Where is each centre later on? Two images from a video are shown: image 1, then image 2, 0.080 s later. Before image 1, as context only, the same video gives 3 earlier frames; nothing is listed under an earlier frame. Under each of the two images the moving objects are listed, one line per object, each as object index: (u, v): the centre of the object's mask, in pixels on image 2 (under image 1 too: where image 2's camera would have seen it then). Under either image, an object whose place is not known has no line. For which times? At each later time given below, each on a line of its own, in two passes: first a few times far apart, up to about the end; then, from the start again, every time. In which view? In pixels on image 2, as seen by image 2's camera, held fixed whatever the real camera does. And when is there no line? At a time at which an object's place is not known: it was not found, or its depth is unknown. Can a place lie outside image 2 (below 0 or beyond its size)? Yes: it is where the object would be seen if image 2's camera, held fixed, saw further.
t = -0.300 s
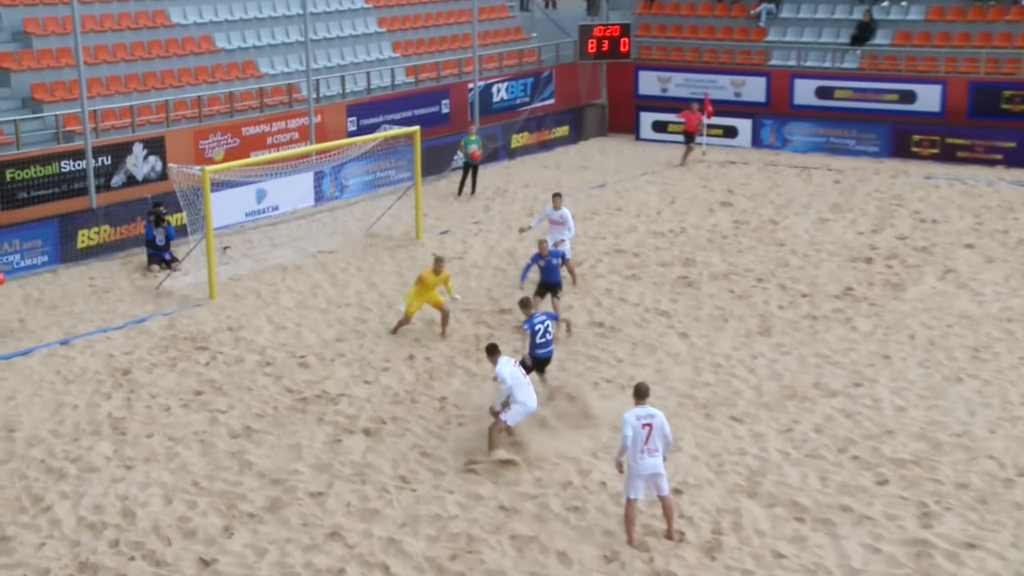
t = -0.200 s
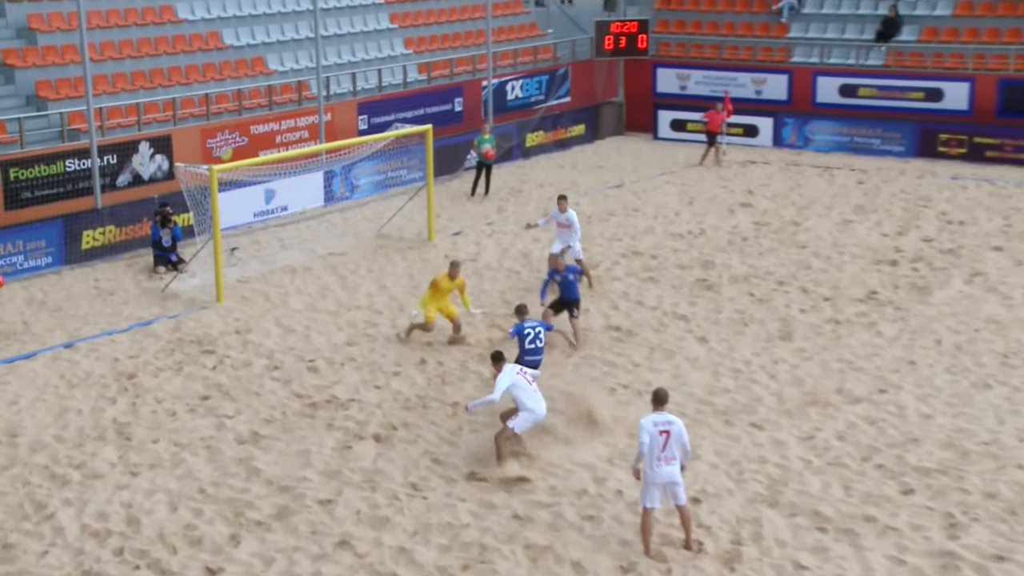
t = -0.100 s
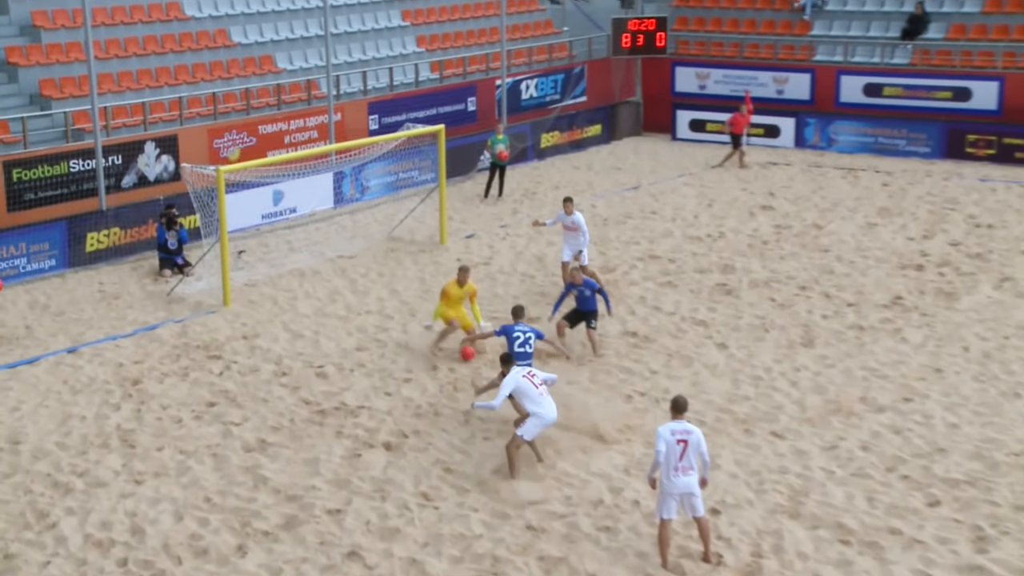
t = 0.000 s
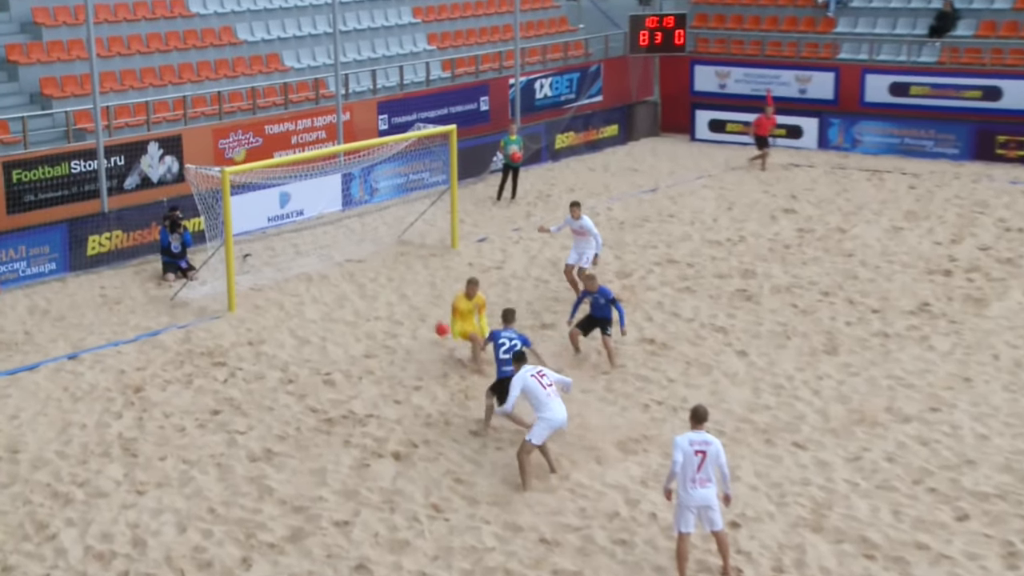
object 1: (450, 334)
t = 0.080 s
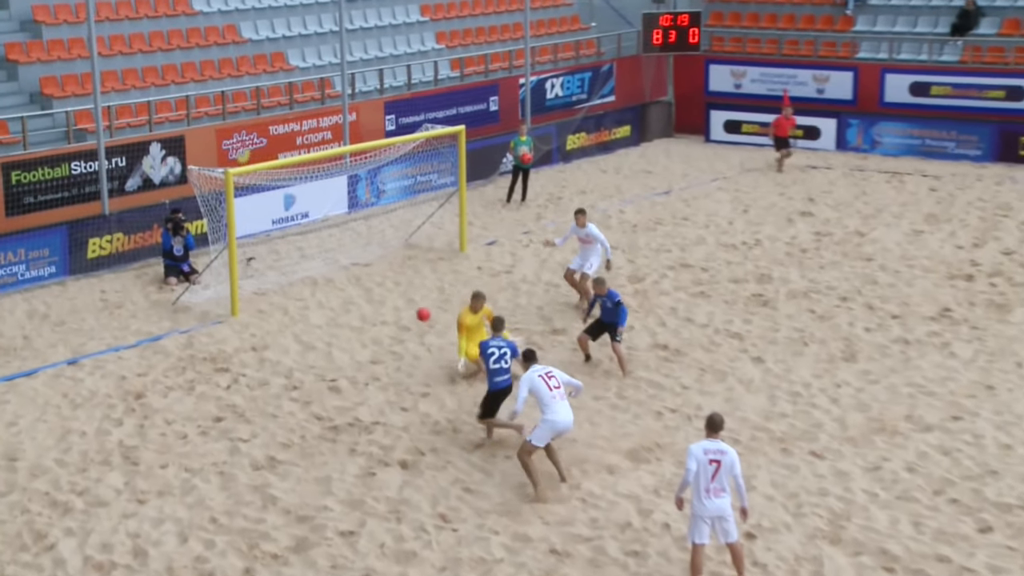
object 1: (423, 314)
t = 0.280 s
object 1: (365, 291)
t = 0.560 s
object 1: (324, 231)
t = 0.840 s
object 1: (324, 194)
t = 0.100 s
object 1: (417, 311)
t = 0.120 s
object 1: (410, 307)
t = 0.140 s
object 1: (405, 304)
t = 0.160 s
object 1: (398, 301)
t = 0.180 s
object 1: (393, 299)
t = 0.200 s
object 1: (387, 297)
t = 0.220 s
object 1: (381, 295)
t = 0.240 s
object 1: (375, 294)
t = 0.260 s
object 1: (370, 293)
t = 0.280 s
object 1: (365, 291)
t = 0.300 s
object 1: (361, 288)
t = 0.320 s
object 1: (356, 285)
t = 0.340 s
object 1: (353, 279)
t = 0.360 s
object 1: (350, 273)
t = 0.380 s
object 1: (347, 267)
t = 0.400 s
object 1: (344, 262)
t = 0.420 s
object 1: (341, 257)
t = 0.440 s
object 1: (338, 253)
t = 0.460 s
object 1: (335, 249)
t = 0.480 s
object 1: (332, 245)
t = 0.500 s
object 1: (330, 241)
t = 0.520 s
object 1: (328, 237)
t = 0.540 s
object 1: (326, 234)
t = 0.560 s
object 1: (324, 231)
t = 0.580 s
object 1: (323, 228)
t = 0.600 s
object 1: (321, 225)
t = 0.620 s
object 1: (321, 222)
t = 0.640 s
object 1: (320, 219)
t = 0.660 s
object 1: (320, 216)
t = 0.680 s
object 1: (320, 213)
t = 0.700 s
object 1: (319, 210)
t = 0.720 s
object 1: (319, 207)
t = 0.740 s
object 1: (319, 205)
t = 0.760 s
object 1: (320, 203)
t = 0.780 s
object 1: (320, 201)
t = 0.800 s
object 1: (321, 199)
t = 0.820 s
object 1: (323, 196)
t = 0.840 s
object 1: (324, 194)
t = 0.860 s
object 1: (327, 193)
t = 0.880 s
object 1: (329, 191)
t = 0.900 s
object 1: (332, 190)
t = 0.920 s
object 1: (334, 189)
